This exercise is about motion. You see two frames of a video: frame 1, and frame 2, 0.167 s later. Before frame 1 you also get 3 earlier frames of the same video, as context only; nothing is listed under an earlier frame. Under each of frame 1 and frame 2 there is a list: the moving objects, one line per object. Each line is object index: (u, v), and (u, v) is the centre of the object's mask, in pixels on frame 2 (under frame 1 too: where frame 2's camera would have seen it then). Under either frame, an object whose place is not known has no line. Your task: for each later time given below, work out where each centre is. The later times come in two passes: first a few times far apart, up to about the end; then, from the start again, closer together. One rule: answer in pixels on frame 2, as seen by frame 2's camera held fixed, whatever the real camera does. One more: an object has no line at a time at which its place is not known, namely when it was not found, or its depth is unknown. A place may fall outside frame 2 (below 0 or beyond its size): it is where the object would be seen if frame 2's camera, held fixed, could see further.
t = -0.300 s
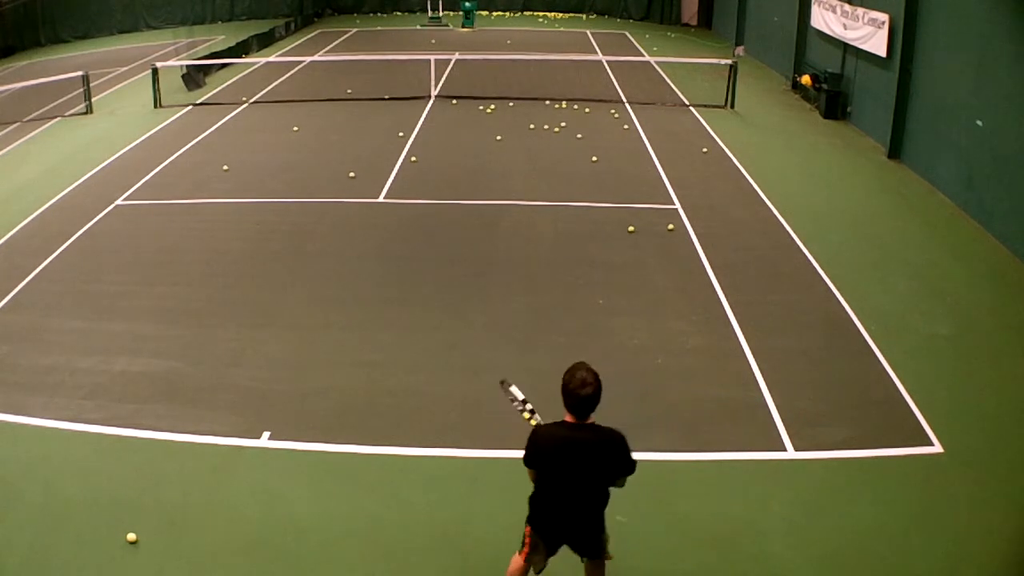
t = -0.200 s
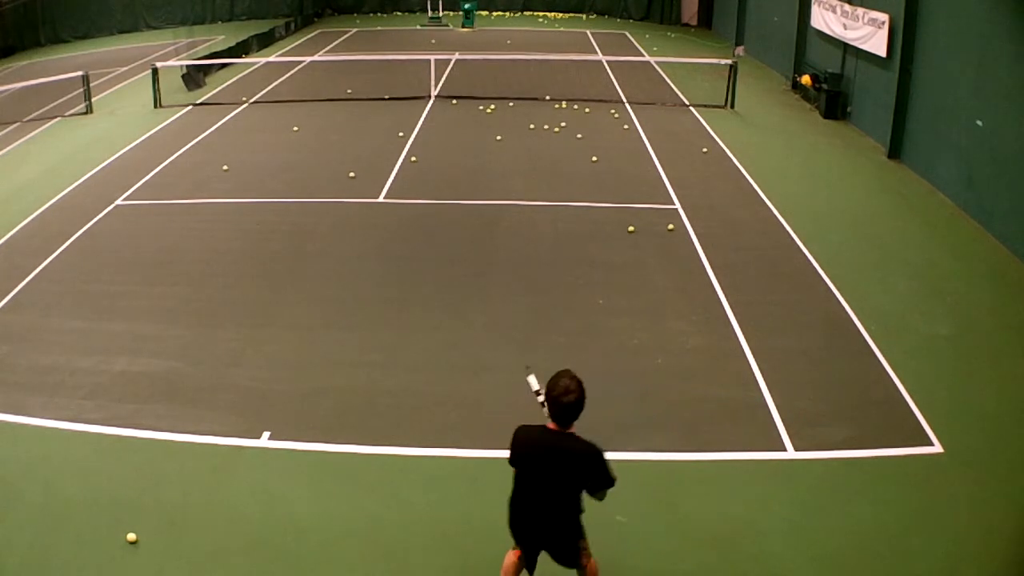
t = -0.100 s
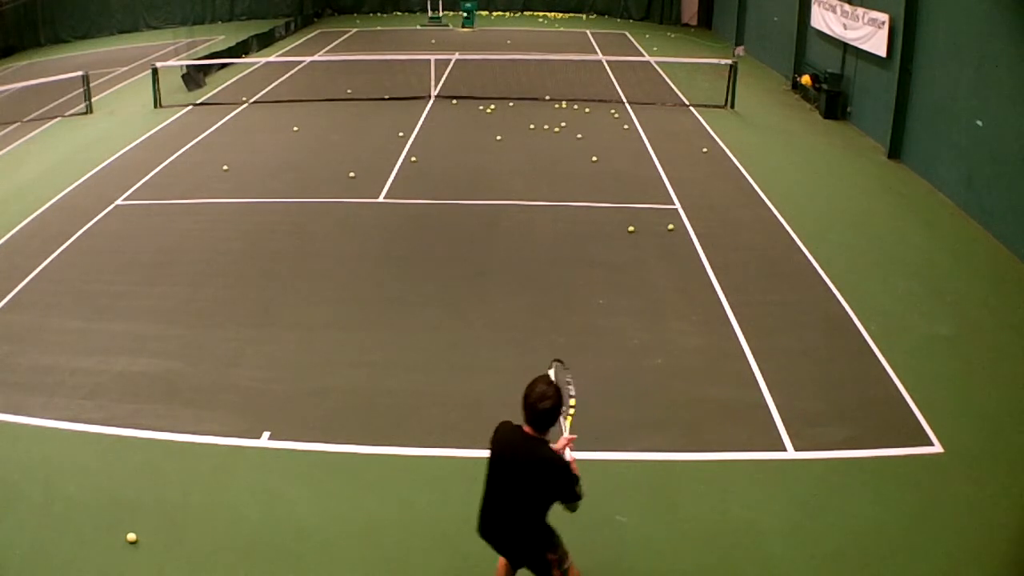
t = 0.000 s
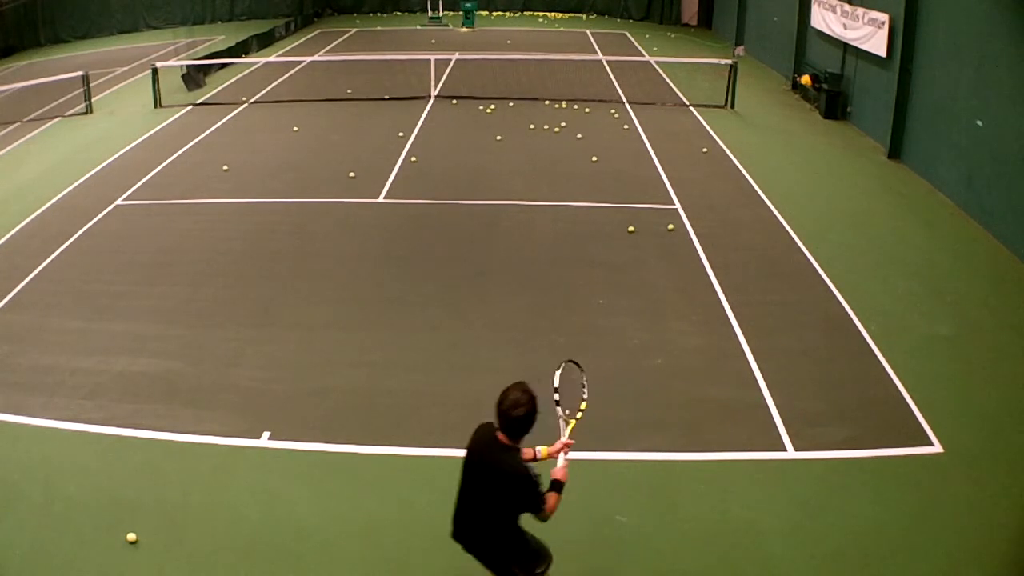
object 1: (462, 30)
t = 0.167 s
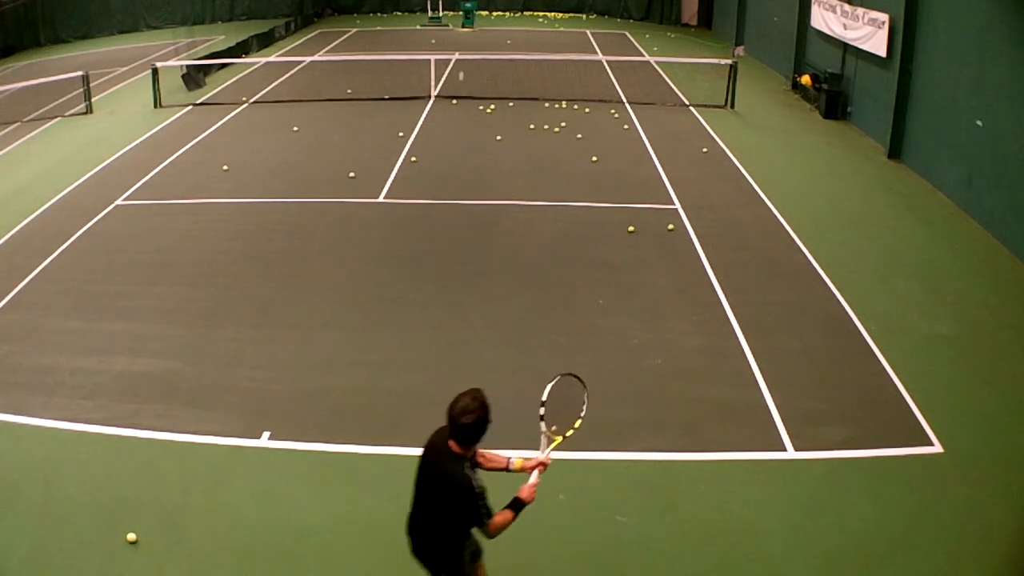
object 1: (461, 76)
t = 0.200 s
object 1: (460, 89)
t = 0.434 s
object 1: (453, 246)
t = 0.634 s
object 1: (451, 261)
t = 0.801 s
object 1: (450, 312)
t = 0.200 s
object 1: (460, 89)
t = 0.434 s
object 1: (453, 246)
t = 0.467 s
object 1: (452, 252)
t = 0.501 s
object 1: (452, 252)
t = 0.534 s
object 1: (452, 252)
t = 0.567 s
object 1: (452, 254)
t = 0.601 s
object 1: (451, 257)
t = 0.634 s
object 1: (451, 261)
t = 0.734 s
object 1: (450, 285)
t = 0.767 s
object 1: (450, 297)
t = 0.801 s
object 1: (450, 312)
